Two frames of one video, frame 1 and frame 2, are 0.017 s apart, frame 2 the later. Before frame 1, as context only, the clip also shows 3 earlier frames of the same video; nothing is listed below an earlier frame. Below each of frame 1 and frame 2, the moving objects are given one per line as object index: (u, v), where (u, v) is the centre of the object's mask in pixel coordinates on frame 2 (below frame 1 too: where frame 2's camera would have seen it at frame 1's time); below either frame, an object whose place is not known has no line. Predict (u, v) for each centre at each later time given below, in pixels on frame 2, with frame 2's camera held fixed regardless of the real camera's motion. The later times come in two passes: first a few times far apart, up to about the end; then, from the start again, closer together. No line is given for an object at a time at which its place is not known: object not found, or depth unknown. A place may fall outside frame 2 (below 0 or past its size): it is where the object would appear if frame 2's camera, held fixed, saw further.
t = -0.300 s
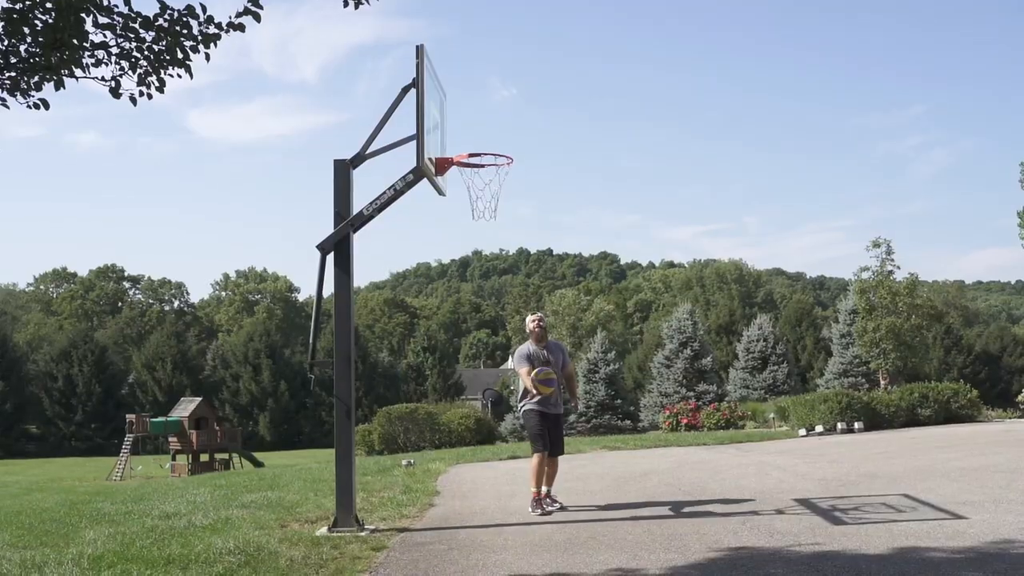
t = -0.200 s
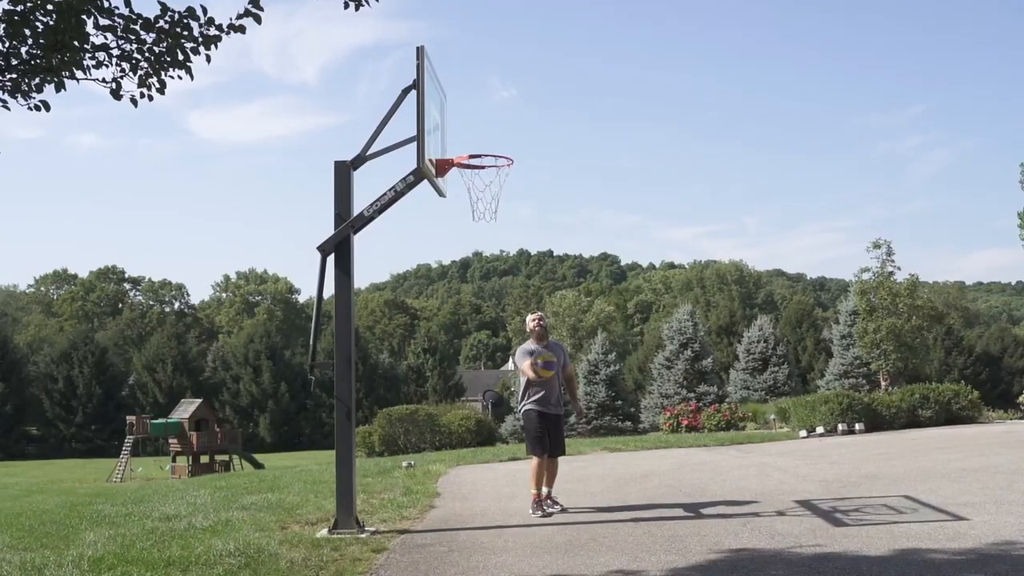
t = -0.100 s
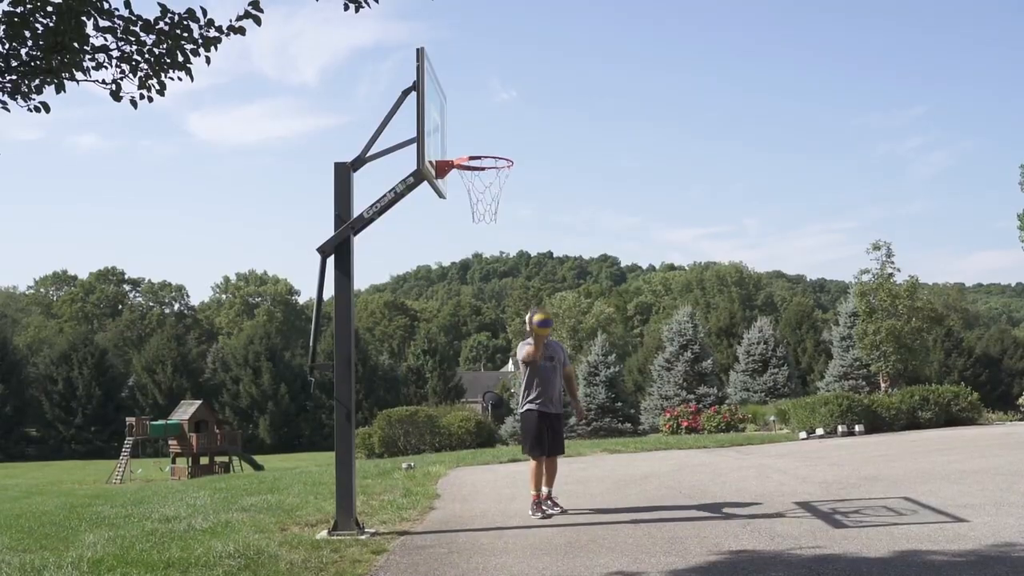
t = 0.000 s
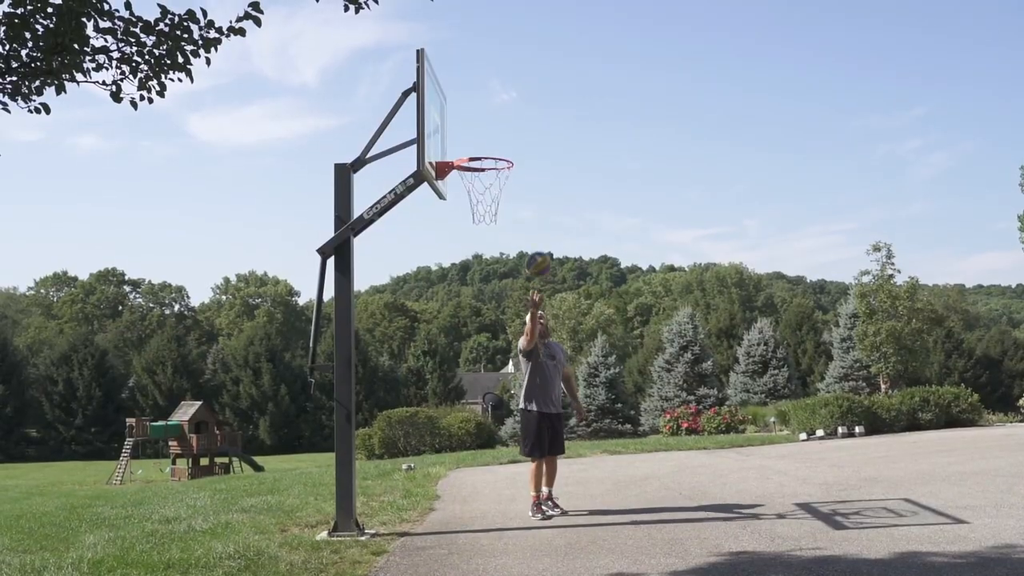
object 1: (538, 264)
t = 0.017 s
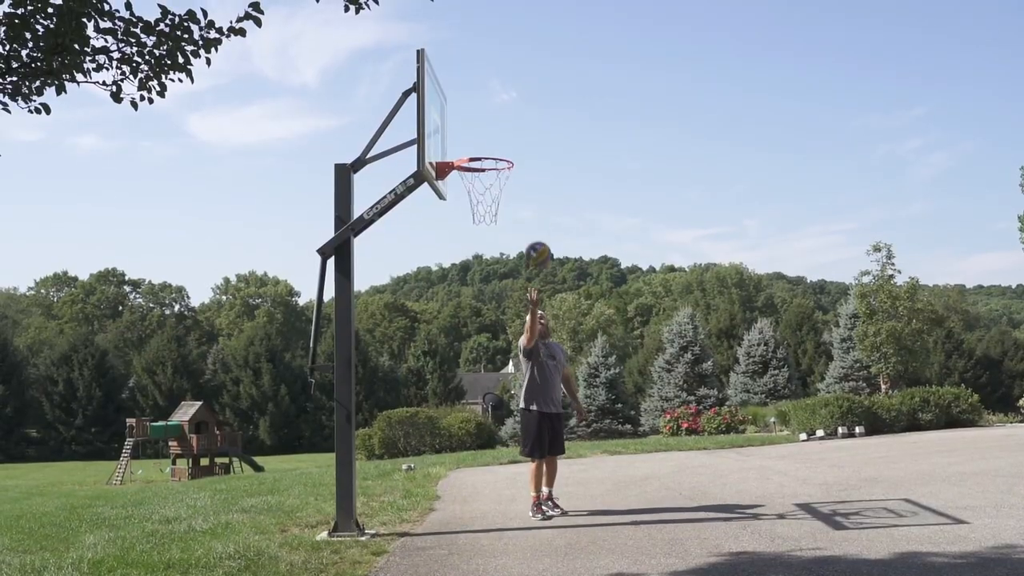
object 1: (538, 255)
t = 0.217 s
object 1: (534, 177)
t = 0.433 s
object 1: (530, 147)
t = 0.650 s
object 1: (527, 171)
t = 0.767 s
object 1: (525, 208)
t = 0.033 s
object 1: (538, 249)
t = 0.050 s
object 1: (537, 239)
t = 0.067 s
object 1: (537, 230)
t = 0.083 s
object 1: (537, 225)
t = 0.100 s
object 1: (536, 217)
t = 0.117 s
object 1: (536, 209)
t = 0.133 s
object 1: (536, 205)
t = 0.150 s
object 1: (535, 198)
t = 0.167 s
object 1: (535, 191)
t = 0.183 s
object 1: (534, 188)
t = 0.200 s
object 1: (534, 182)
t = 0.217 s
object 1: (534, 177)
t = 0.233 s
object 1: (533, 174)
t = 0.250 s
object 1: (533, 169)
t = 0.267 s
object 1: (532, 165)
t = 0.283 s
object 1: (532, 163)
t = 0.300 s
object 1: (532, 159)
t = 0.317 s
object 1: (532, 156)
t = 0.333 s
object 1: (531, 154)
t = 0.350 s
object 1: (531, 152)
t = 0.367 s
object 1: (531, 150)
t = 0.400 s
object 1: (530, 148)
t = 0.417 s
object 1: (530, 148)
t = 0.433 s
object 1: (530, 147)
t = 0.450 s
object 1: (529, 147)
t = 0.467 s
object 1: (529, 147)
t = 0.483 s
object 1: (529, 148)
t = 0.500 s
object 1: (528, 148)
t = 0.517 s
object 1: (528, 150)
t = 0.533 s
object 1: (528, 151)
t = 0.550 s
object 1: (528, 153)
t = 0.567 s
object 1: (528, 156)
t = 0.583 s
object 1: (528, 157)
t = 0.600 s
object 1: (527, 161)
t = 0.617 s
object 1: (527, 164)
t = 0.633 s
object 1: (527, 167)
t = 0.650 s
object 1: (527, 171)
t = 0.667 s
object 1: (526, 176)
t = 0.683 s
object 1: (526, 179)
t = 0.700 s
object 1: (526, 184)
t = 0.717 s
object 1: (526, 190)
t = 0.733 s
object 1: (526, 193)
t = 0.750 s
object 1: (526, 200)
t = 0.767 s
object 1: (525, 208)
